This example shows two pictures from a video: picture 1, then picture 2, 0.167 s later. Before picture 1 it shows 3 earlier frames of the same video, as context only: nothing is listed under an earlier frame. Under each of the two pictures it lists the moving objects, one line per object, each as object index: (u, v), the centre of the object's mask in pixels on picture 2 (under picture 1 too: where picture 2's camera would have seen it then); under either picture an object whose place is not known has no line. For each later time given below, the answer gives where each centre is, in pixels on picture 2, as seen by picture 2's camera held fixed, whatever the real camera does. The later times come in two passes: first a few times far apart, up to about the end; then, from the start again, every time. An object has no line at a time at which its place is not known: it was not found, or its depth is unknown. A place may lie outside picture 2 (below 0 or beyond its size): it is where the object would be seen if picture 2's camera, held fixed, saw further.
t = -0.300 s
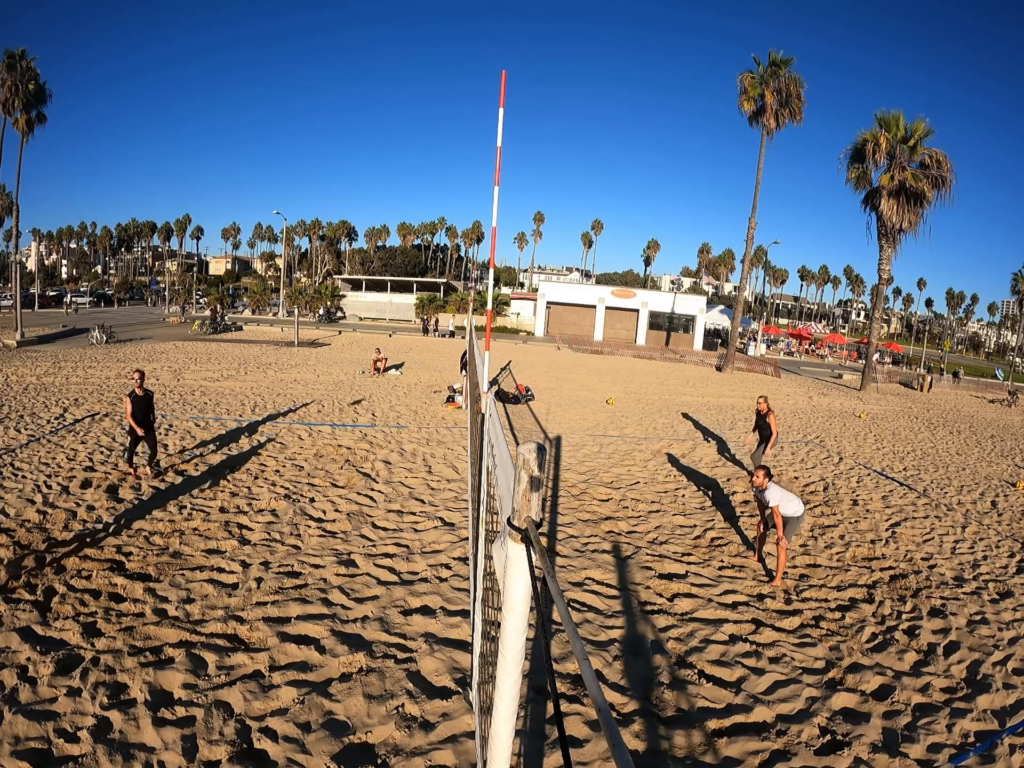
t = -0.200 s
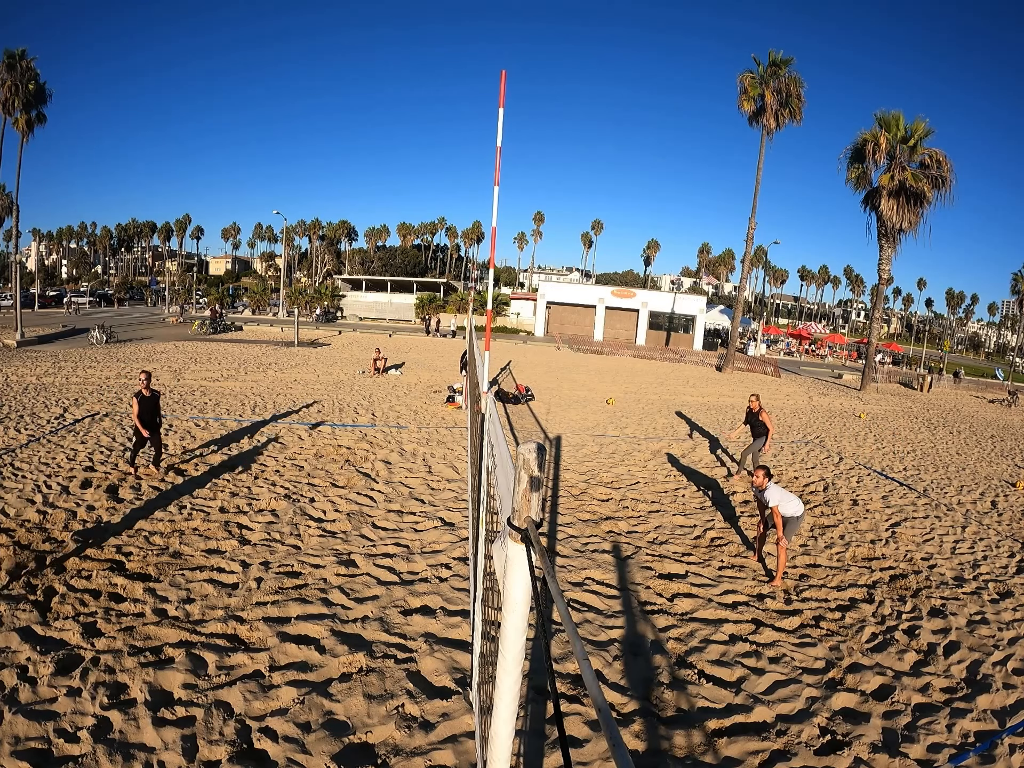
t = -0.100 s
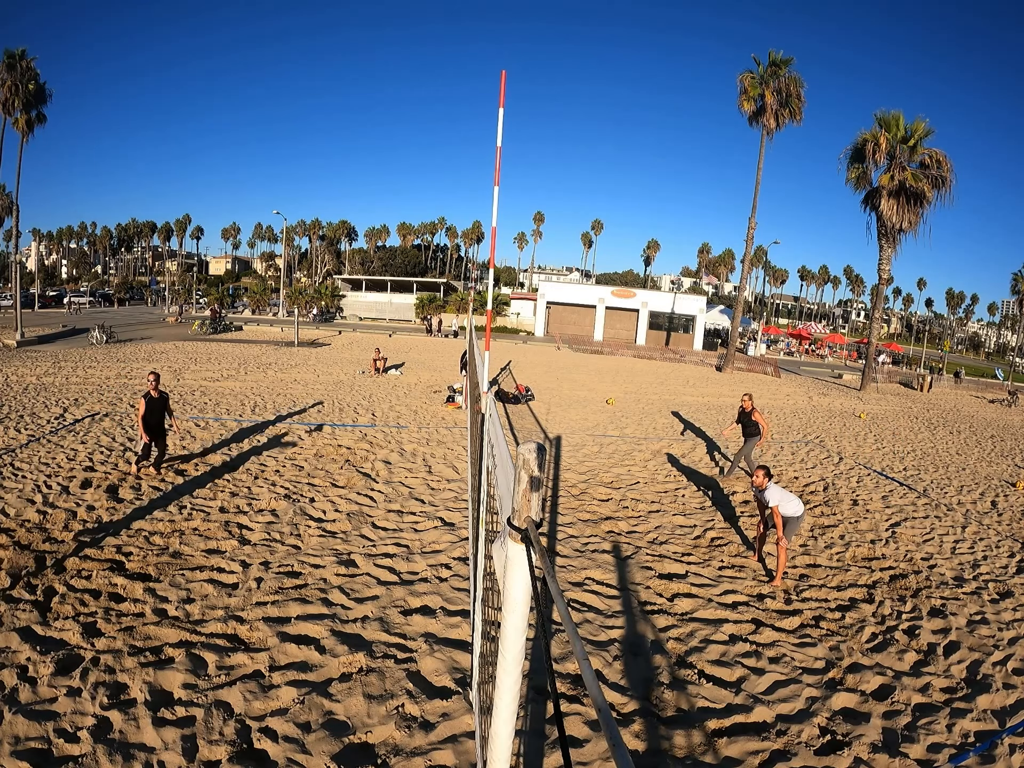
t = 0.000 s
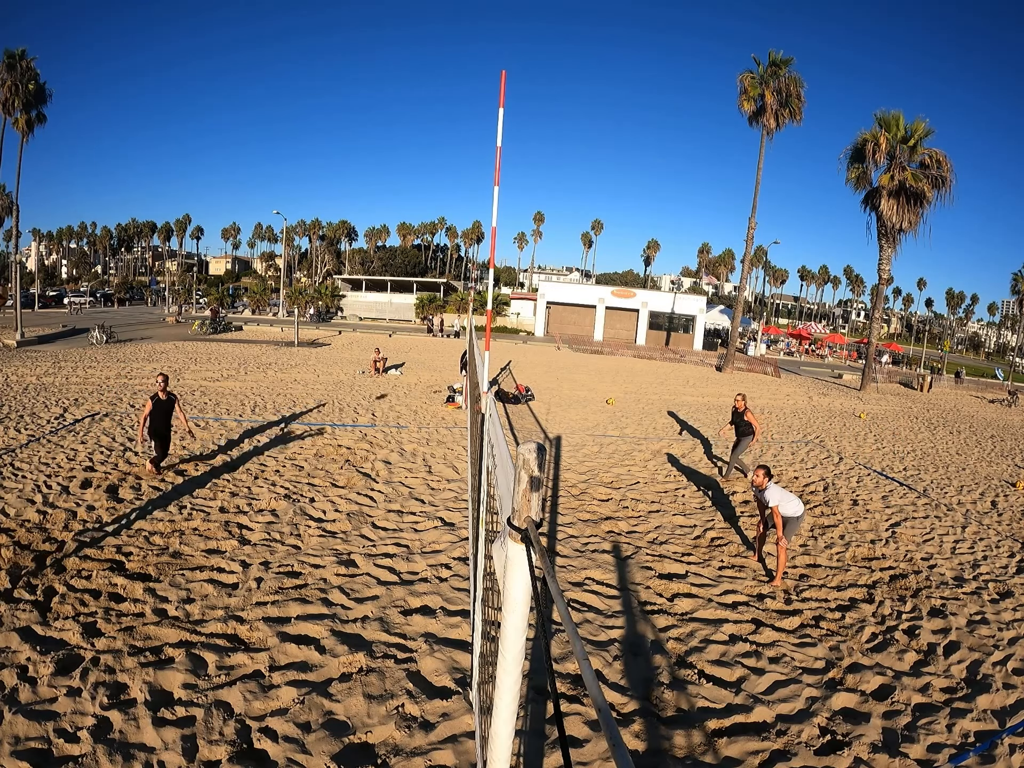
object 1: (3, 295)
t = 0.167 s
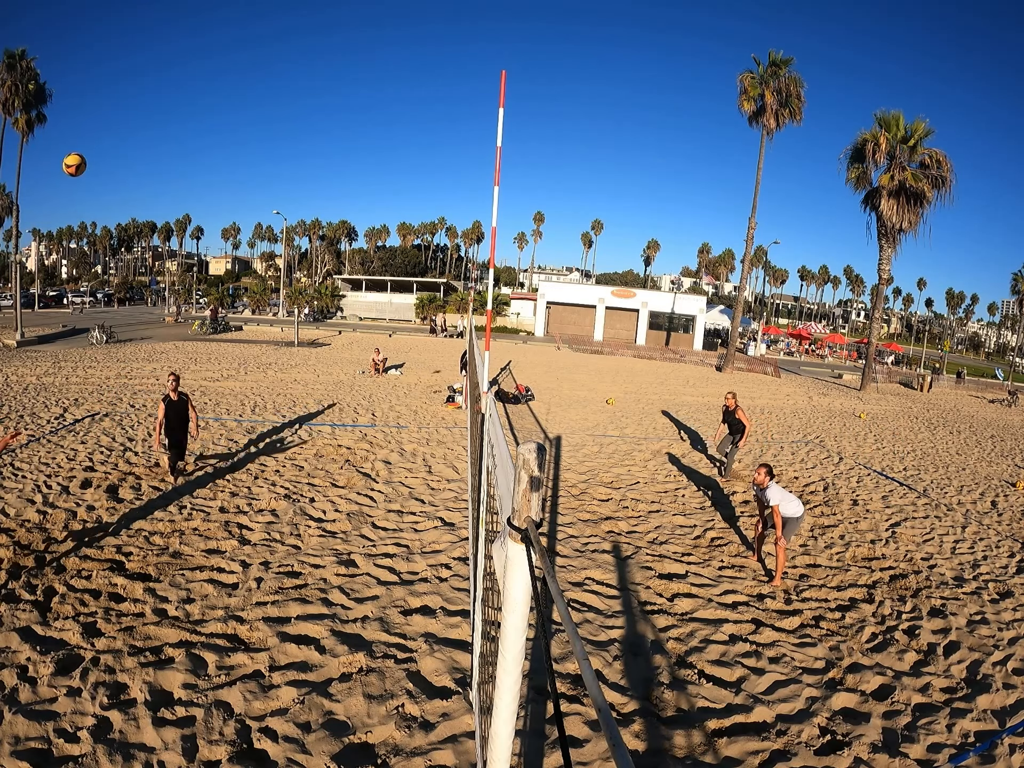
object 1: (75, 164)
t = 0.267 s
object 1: (123, 113)
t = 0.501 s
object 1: (216, 57)
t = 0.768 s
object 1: (288, 61)
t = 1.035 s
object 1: (340, 113)
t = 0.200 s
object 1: (91, 145)
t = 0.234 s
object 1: (107, 128)
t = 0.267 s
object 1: (123, 113)
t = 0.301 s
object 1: (138, 100)
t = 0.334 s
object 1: (152, 89)
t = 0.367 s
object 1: (166, 80)
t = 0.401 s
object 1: (180, 72)
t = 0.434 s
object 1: (193, 66)
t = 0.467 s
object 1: (205, 61)
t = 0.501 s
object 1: (216, 57)
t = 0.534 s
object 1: (225, 54)
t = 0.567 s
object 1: (235, 52)
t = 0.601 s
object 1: (245, 52)
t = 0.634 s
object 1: (255, 52)
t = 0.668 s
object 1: (264, 52)
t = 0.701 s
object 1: (272, 54)
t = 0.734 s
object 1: (280, 57)
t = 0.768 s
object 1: (288, 61)
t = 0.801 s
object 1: (295, 65)
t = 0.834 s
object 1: (302, 70)
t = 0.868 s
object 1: (309, 76)
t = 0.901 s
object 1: (316, 82)
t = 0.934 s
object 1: (322, 89)
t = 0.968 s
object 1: (328, 96)
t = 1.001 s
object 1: (334, 104)
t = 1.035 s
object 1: (340, 113)
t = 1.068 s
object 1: (346, 122)
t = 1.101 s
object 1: (351, 132)
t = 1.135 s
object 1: (356, 143)
